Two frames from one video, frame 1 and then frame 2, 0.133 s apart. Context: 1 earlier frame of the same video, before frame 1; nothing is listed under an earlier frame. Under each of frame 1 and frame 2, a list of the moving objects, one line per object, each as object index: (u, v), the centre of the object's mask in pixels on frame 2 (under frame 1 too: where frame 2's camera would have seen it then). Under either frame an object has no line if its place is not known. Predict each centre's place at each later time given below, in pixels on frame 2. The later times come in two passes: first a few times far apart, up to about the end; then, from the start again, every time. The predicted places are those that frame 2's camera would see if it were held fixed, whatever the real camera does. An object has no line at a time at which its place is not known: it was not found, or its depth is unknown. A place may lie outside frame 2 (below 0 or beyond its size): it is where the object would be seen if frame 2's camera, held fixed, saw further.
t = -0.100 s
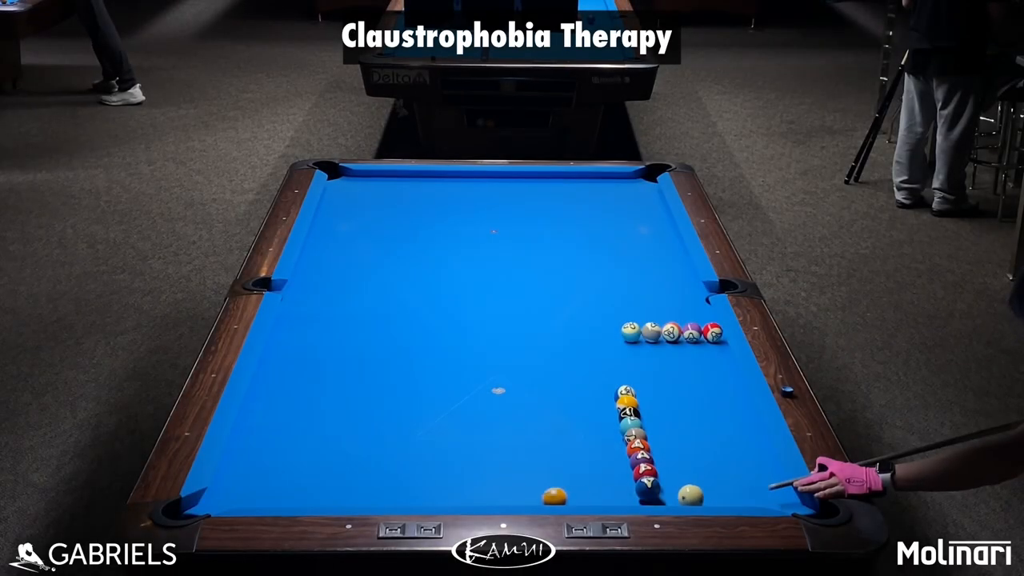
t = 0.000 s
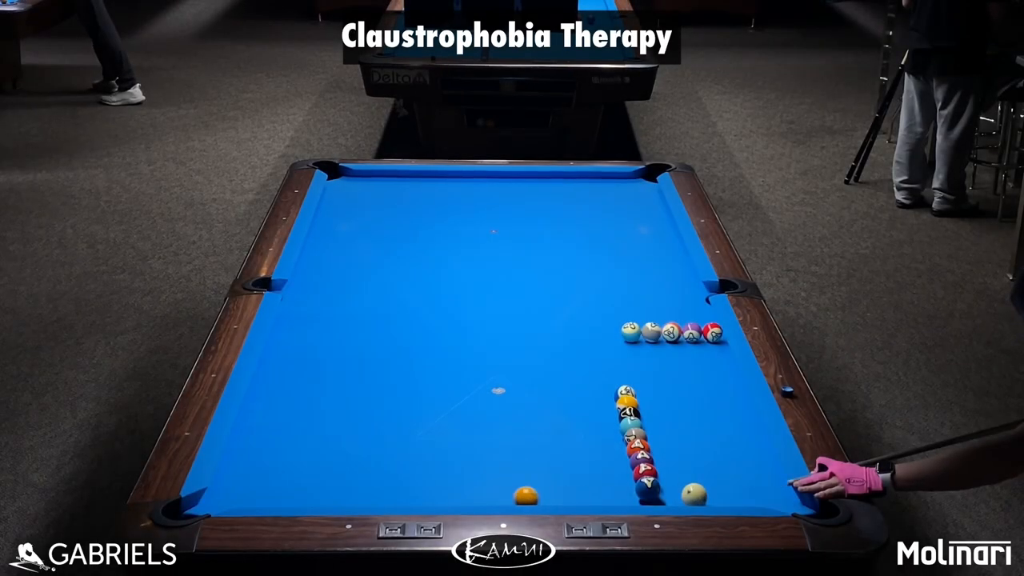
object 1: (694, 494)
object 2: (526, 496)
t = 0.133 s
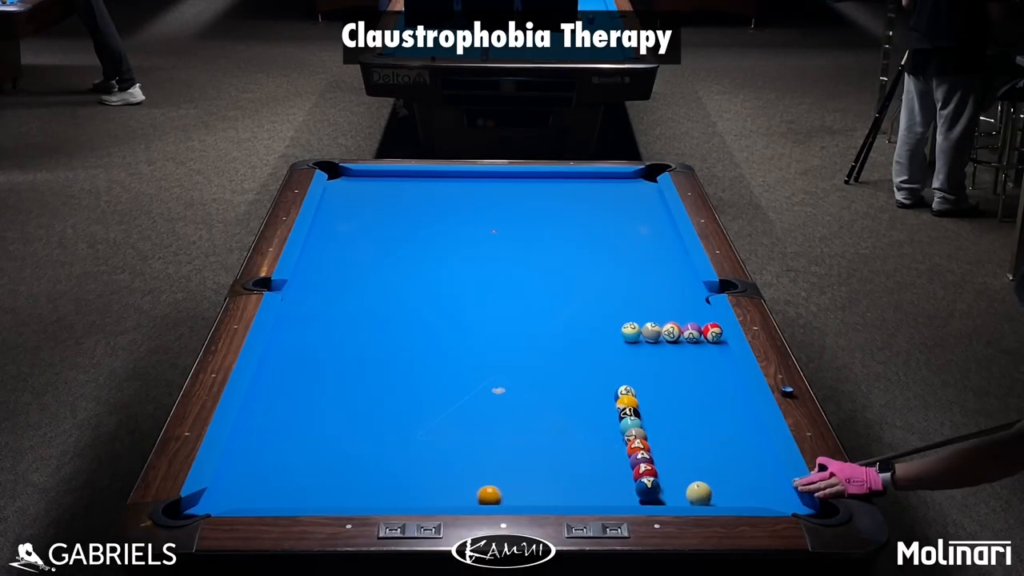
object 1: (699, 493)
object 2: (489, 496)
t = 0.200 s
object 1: (701, 493)
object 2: (472, 496)
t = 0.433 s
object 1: (707, 492)
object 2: (409, 495)
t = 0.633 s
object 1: (710, 491)
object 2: (357, 495)
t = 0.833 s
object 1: (712, 489)
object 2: (306, 494)
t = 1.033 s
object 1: (713, 489)
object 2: (257, 494)
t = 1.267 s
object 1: (713, 489)
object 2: (219, 497)
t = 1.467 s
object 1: (712, 489)
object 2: (224, 504)
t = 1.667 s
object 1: (712, 489)
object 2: (219, 503)
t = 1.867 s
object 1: (712, 489)
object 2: (213, 501)
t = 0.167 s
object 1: (700, 493)
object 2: (480, 496)
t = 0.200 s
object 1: (701, 493)
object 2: (472, 496)
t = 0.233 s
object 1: (702, 493)
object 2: (462, 495)
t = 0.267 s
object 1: (703, 493)
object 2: (453, 496)
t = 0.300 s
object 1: (704, 493)
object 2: (444, 495)
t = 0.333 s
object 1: (705, 492)
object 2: (436, 495)
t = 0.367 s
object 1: (705, 492)
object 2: (427, 495)
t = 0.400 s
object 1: (706, 492)
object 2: (418, 495)
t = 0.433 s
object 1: (707, 492)
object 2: (409, 495)
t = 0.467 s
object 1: (707, 492)
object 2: (400, 495)
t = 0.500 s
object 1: (708, 492)
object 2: (392, 495)
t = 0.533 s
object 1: (709, 491)
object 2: (383, 495)
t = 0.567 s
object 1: (709, 491)
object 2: (374, 494)
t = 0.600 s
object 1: (710, 491)
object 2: (365, 495)
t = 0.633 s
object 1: (710, 491)
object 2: (357, 495)
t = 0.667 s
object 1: (711, 490)
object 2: (349, 494)
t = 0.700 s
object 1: (711, 490)
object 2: (340, 494)
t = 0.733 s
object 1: (711, 490)
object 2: (331, 494)
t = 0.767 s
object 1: (712, 490)
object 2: (323, 494)
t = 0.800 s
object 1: (712, 489)
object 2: (315, 494)
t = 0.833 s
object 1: (712, 489)
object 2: (306, 494)
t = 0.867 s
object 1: (713, 489)
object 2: (298, 494)
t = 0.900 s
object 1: (713, 489)
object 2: (290, 494)
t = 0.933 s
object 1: (713, 489)
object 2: (282, 494)
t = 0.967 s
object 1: (713, 489)
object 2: (274, 494)
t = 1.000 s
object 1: (713, 489)
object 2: (265, 494)
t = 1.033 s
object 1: (713, 489)
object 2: (257, 494)
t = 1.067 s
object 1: (713, 489)
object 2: (249, 493)
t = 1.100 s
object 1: (713, 489)
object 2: (241, 494)
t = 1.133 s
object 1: (713, 489)
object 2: (233, 494)
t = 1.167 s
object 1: (713, 489)
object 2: (226, 494)
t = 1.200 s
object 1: (713, 489)
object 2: (218, 494)
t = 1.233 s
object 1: (713, 489)
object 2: (217, 496)
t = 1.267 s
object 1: (713, 489)
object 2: (219, 497)
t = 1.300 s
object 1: (712, 489)
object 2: (219, 499)
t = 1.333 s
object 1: (712, 489)
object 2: (221, 500)
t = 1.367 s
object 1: (712, 489)
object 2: (222, 501)
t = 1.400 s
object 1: (712, 489)
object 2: (223, 502)
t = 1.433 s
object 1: (712, 489)
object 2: (223, 504)
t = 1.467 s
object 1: (712, 489)
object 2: (224, 504)
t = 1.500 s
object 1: (712, 490)
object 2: (223, 504)
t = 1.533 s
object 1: (712, 490)
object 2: (222, 504)
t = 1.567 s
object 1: (712, 490)
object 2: (221, 504)
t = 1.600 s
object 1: (712, 490)
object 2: (221, 503)
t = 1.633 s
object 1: (712, 489)
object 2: (220, 503)
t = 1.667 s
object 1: (712, 489)
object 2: (219, 503)
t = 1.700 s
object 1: (712, 489)
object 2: (218, 502)
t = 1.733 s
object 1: (712, 489)
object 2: (217, 502)
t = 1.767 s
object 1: (712, 490)
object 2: (216, 502)
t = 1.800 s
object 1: (712, 490)
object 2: (215, 501)
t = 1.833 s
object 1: (712, 489)
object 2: (214, 501)
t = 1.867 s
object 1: (712, 489)
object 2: (213, 501)
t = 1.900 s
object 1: (712, 490)
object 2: (213, 500)
